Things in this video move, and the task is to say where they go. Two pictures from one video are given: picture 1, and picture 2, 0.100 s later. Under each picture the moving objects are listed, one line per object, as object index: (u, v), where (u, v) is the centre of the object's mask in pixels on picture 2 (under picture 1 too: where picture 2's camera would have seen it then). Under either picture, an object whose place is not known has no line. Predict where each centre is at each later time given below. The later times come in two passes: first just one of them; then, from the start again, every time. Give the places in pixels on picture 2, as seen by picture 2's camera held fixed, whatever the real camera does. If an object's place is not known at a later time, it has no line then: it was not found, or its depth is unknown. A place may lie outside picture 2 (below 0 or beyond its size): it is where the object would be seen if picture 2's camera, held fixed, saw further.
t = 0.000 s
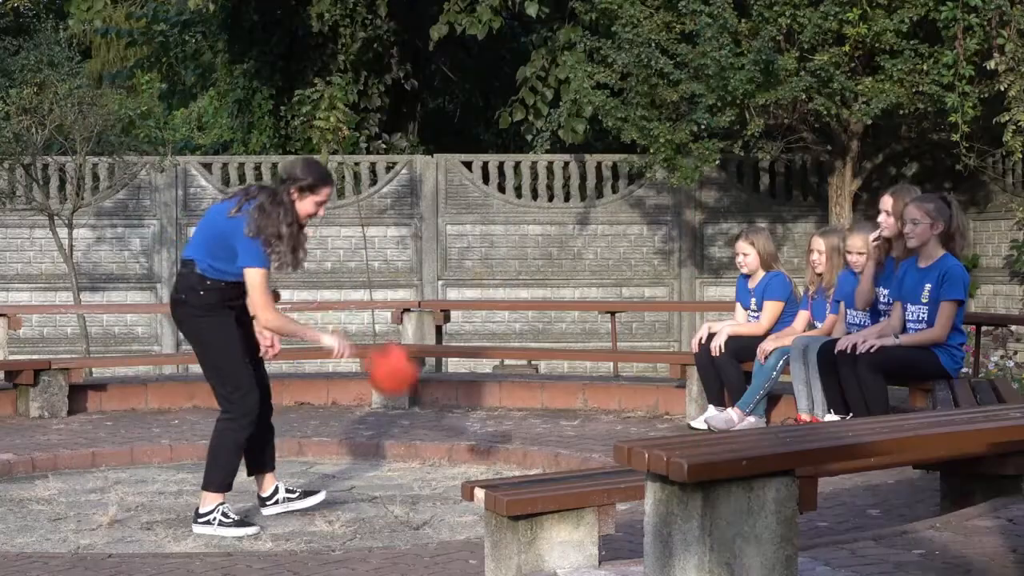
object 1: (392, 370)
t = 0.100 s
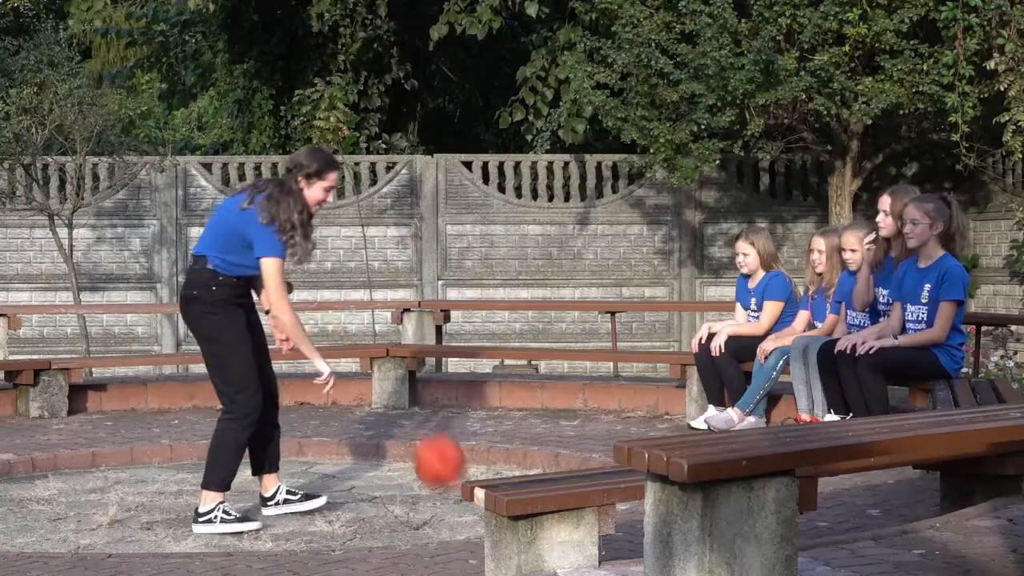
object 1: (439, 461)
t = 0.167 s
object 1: (456, 507)
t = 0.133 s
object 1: (454, 510)
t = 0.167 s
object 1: (456, 507)
